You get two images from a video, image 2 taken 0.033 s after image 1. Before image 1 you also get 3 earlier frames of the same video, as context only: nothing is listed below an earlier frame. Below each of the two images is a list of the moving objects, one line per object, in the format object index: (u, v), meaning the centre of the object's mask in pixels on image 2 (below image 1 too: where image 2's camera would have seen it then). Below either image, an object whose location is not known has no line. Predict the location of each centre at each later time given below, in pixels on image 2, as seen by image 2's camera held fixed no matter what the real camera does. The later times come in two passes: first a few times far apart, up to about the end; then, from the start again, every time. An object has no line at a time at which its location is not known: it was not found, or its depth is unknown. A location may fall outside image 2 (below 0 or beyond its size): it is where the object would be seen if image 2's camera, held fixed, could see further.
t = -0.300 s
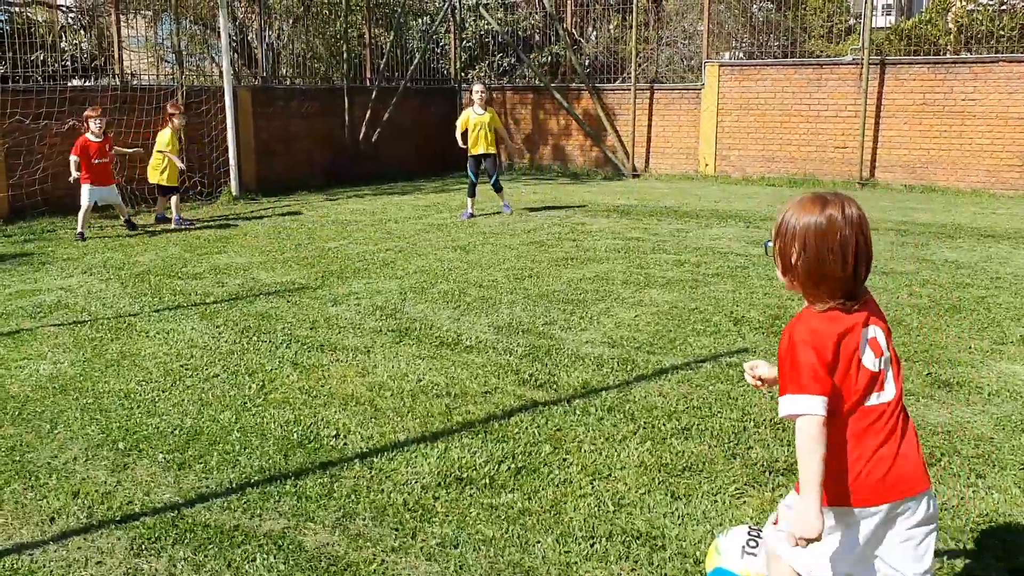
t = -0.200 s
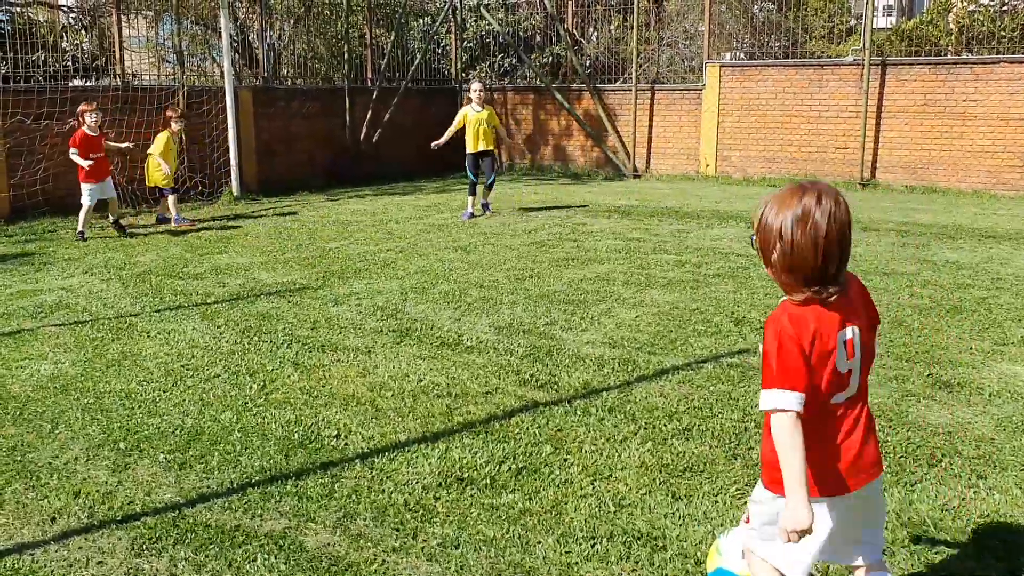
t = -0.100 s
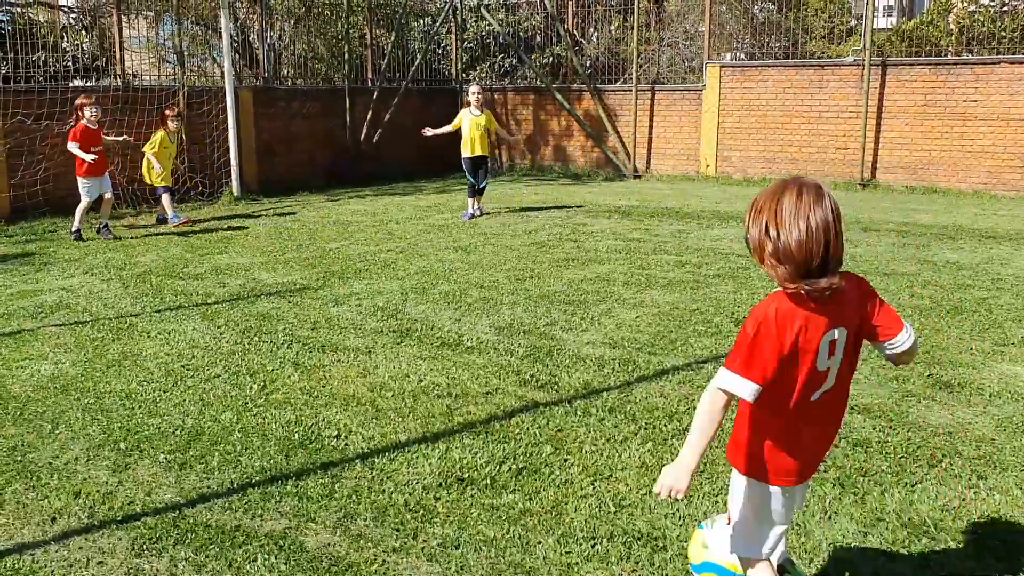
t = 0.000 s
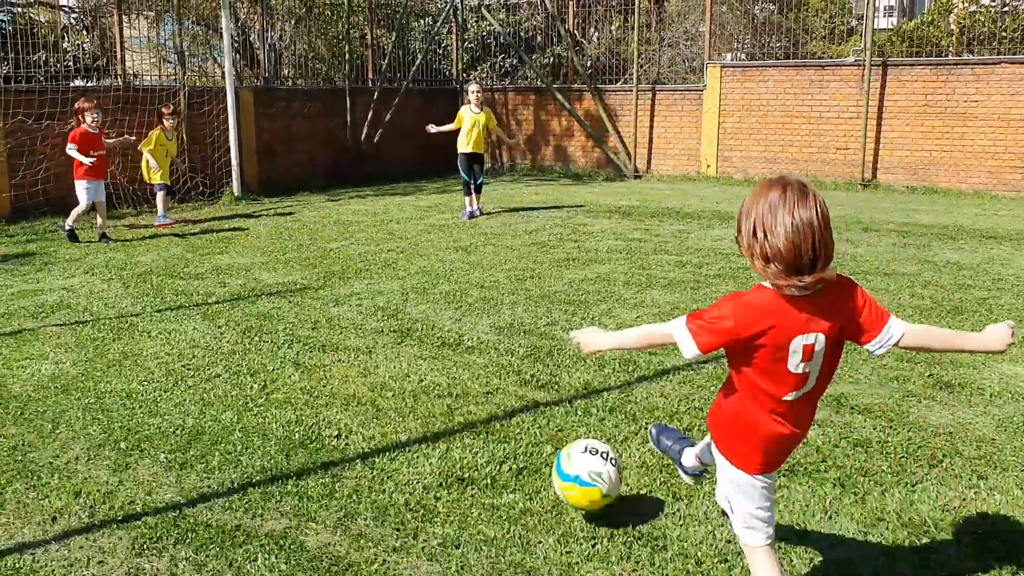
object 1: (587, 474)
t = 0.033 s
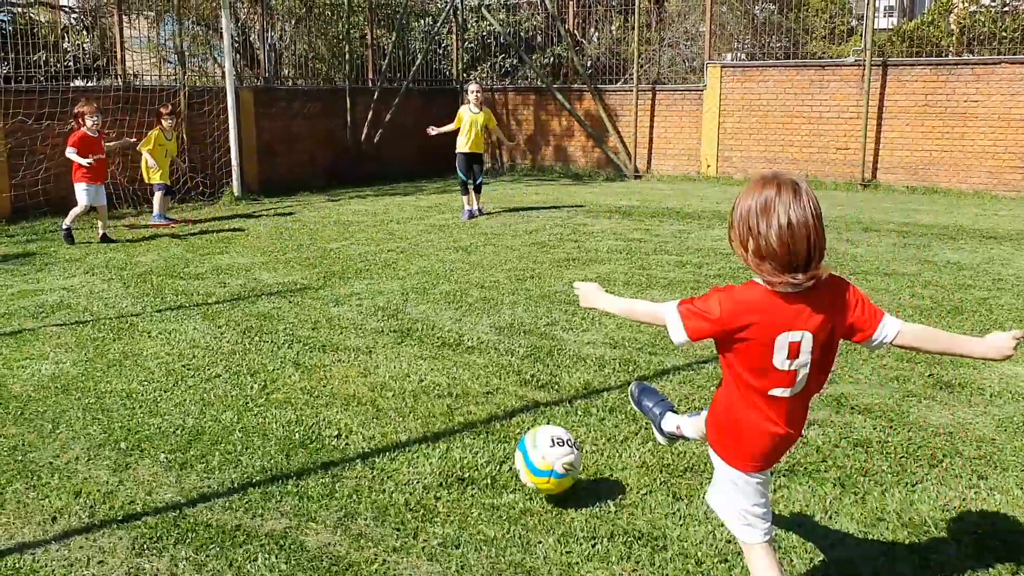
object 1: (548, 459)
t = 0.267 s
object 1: (376, 398)
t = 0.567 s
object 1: (266, 357)
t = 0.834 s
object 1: (195, 333)
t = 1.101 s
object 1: (136, 314)
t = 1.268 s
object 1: (110, 304)
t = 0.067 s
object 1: (512, 448)
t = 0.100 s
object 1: (480, 441)
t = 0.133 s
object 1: (452, 432)
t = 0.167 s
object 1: (431, 420)
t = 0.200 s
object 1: (413, 409)
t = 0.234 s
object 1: (394, 403)
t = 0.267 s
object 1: (376, 398)
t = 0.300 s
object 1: (360, 394)
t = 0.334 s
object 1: (347, 387)
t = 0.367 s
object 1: (333, 381)
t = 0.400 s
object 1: (321, 377)
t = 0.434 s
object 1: (309, 375)
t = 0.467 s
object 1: (297, 370)
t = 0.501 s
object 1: (286, 363)
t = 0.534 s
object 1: (275, 359)
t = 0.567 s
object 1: (266, 357)
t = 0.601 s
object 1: (256, 356)
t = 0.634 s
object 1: (247, 351)
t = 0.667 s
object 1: (237, 345)
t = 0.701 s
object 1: (229, 339)
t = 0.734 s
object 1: (220, 336)
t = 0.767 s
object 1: (212, 335)
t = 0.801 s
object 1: (203, 336)
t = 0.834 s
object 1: (195, 333)
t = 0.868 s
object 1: (187, 329)
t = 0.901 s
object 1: (179, 325)
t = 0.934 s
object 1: (172, 324)
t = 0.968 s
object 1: (164, 323)
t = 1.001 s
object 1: (156, 322)
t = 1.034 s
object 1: (149, 319)
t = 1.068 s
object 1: (142, 316)
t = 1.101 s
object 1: (136, 314)
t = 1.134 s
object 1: (130, 312)
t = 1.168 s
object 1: (124, 311)
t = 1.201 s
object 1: (118, 308)
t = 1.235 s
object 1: (113, 307)
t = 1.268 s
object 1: (110, 304)
